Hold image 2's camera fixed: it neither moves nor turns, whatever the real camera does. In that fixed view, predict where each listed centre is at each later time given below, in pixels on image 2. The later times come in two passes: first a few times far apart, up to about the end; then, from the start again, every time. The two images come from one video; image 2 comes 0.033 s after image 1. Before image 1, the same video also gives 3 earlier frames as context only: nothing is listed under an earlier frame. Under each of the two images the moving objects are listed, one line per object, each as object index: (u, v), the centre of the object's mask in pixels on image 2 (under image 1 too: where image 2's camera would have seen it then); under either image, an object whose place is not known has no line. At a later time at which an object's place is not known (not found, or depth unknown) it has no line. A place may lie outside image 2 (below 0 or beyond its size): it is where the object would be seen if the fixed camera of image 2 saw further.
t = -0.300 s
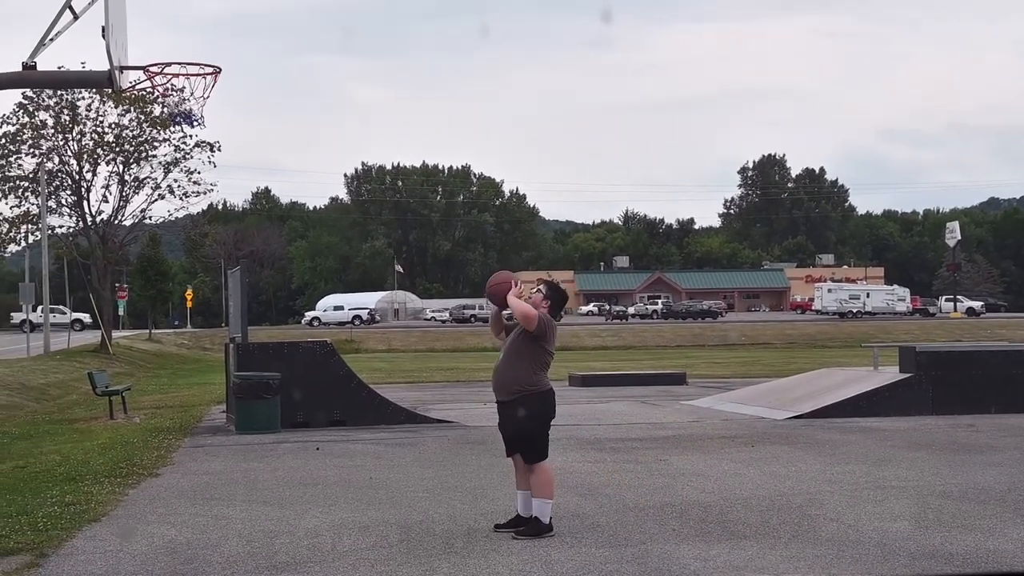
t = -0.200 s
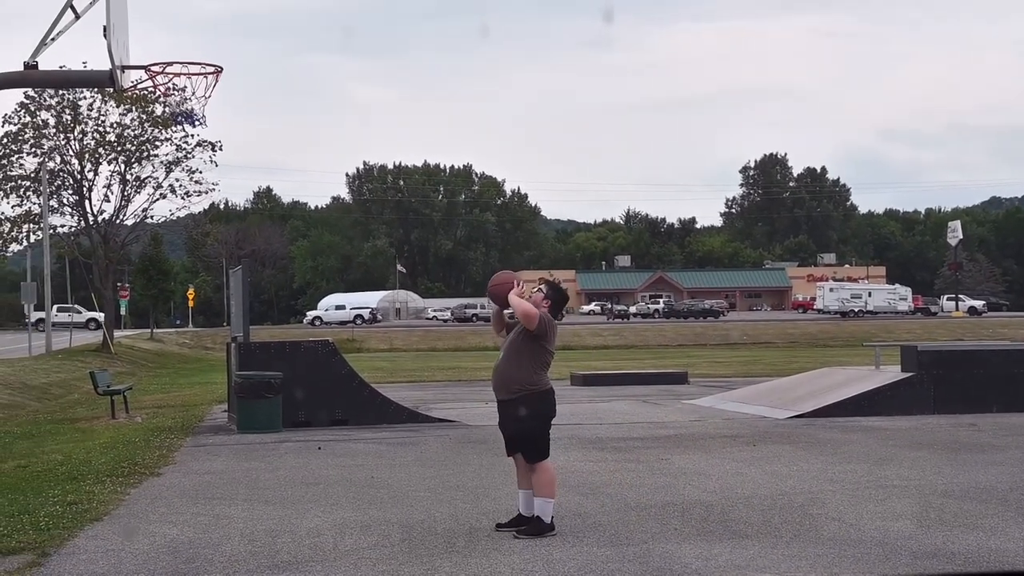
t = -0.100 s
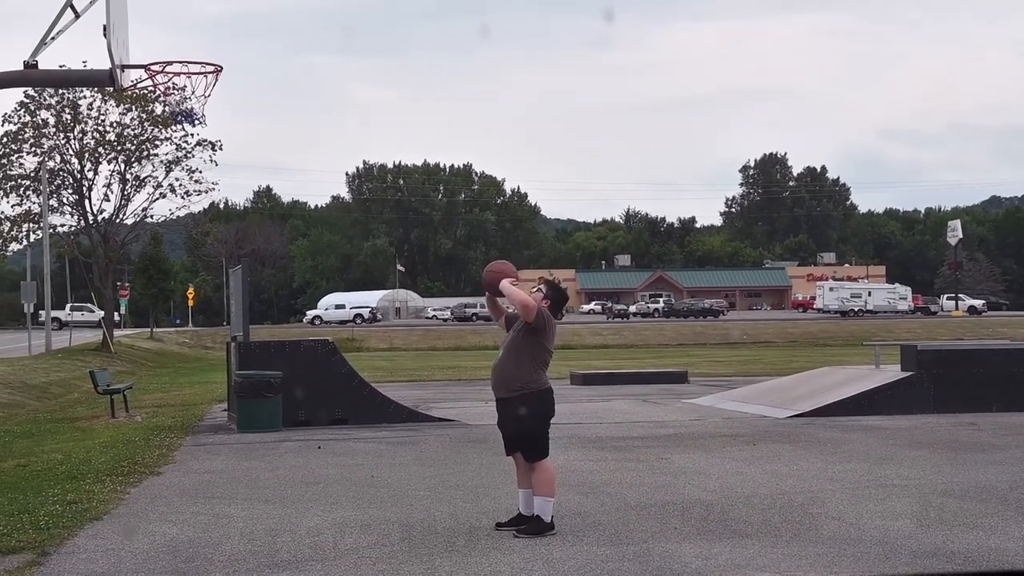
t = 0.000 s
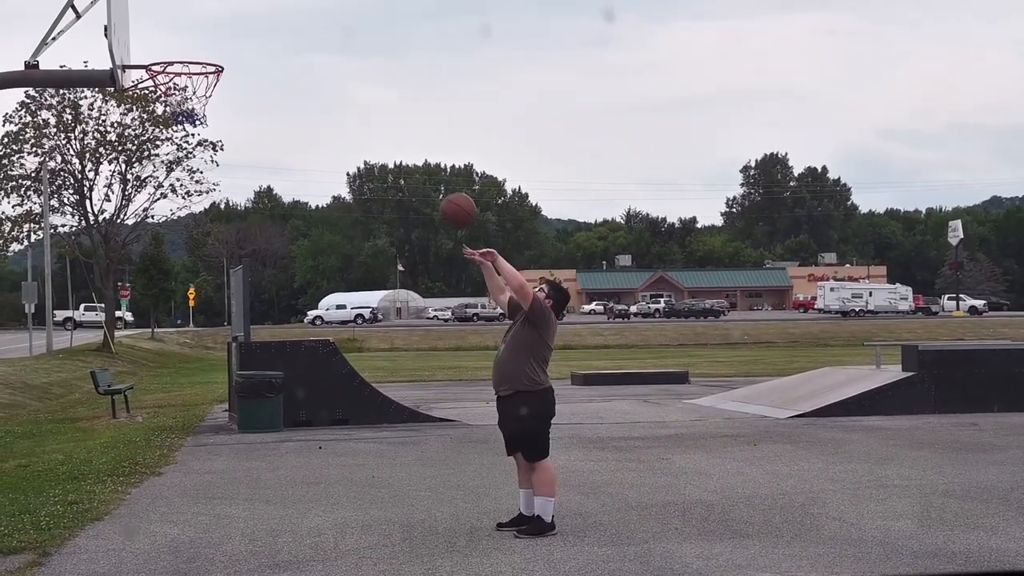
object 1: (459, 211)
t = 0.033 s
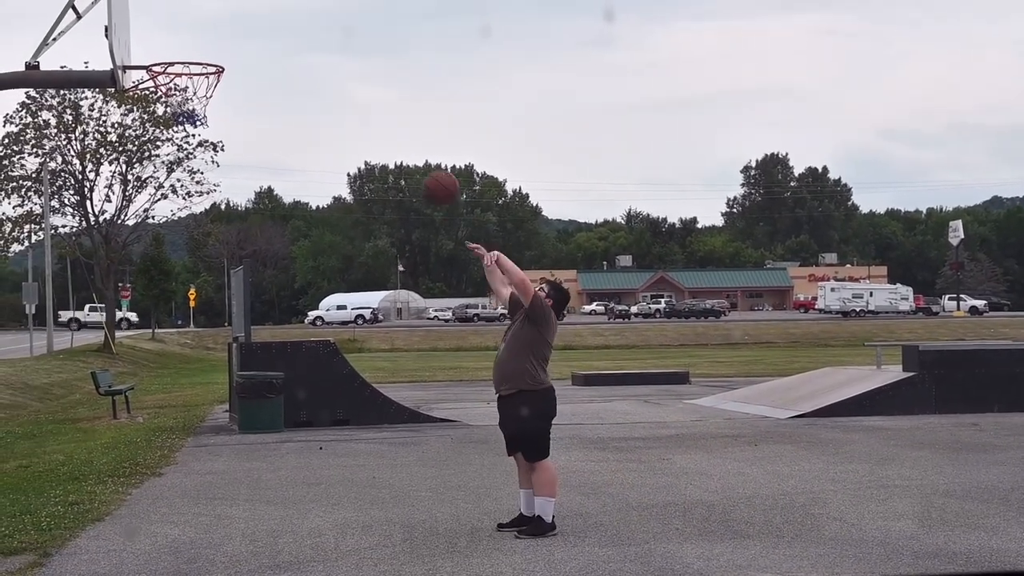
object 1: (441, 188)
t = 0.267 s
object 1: (317, 74)
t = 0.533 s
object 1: (178, 45)
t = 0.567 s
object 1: (160, 48)
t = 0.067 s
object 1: (423, 167)
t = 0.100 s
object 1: (405, 147)
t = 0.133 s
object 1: (387, 129)
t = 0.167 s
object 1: (370, 113)
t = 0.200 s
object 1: (352, 98)
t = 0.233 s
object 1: (335, 86)
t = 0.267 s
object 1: (317, 74)
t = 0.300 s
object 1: (300, 65)
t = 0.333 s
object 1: (283, 57)
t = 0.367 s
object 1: (265, 51)
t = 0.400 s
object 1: (248, 47)
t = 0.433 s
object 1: (230, 44)
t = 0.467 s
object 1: (213, 43)
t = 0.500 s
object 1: (196, 43)
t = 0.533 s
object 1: (178, 45)
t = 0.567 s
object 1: (160, 48)
